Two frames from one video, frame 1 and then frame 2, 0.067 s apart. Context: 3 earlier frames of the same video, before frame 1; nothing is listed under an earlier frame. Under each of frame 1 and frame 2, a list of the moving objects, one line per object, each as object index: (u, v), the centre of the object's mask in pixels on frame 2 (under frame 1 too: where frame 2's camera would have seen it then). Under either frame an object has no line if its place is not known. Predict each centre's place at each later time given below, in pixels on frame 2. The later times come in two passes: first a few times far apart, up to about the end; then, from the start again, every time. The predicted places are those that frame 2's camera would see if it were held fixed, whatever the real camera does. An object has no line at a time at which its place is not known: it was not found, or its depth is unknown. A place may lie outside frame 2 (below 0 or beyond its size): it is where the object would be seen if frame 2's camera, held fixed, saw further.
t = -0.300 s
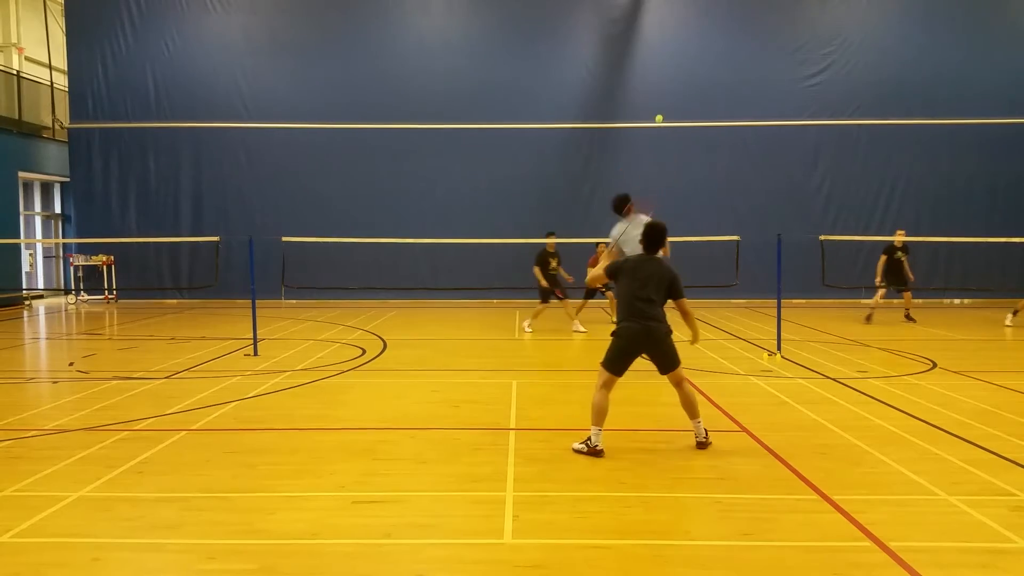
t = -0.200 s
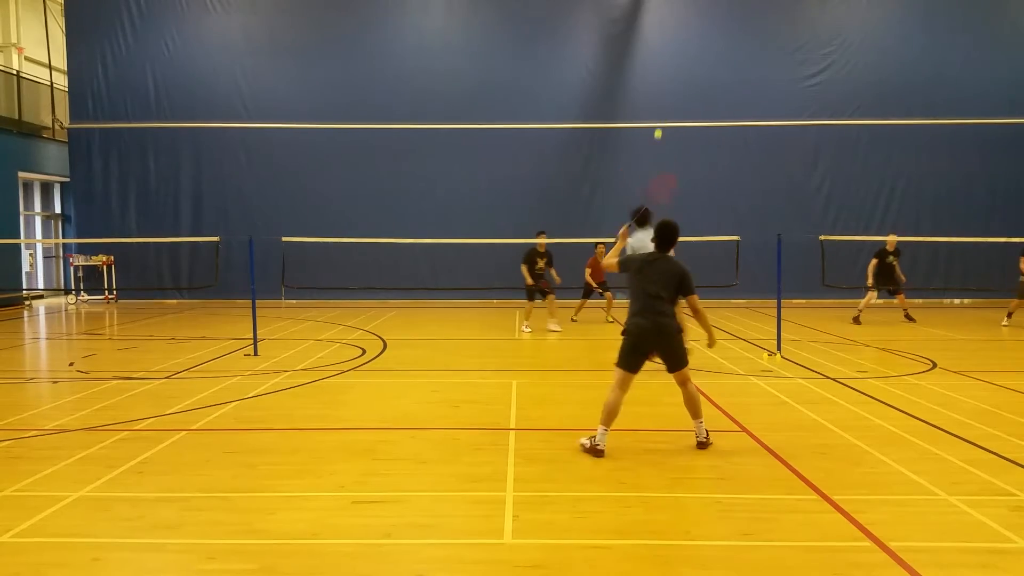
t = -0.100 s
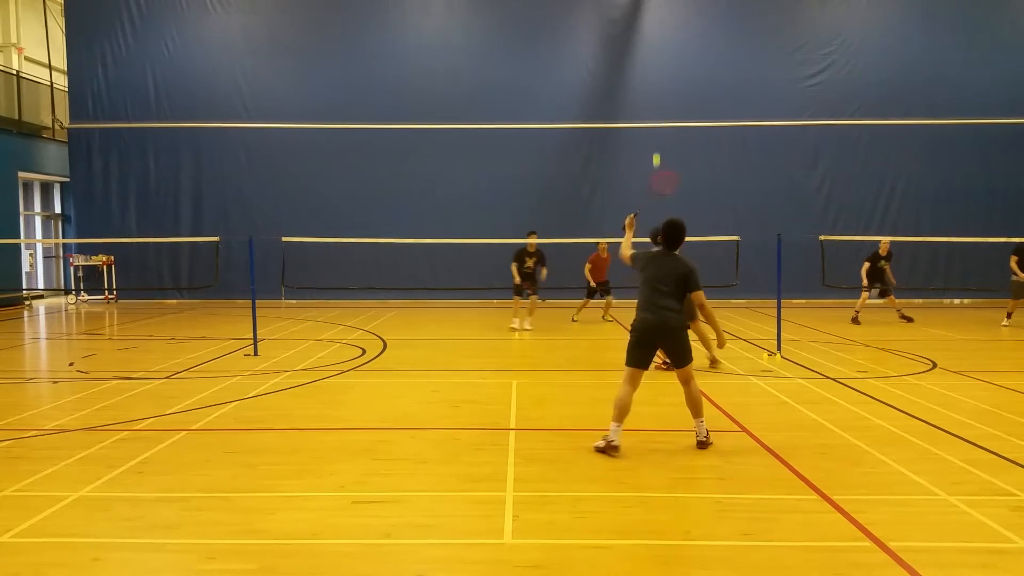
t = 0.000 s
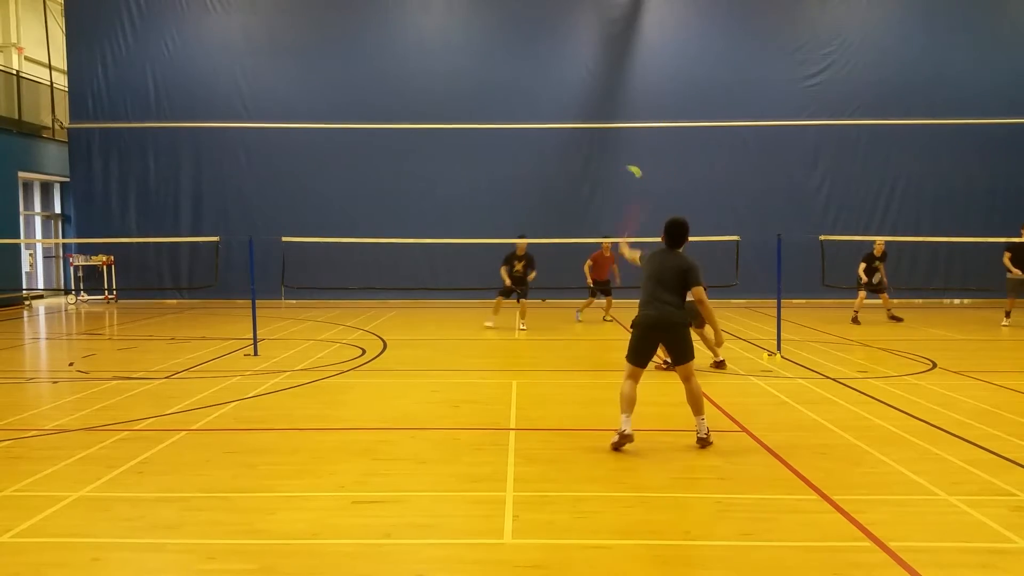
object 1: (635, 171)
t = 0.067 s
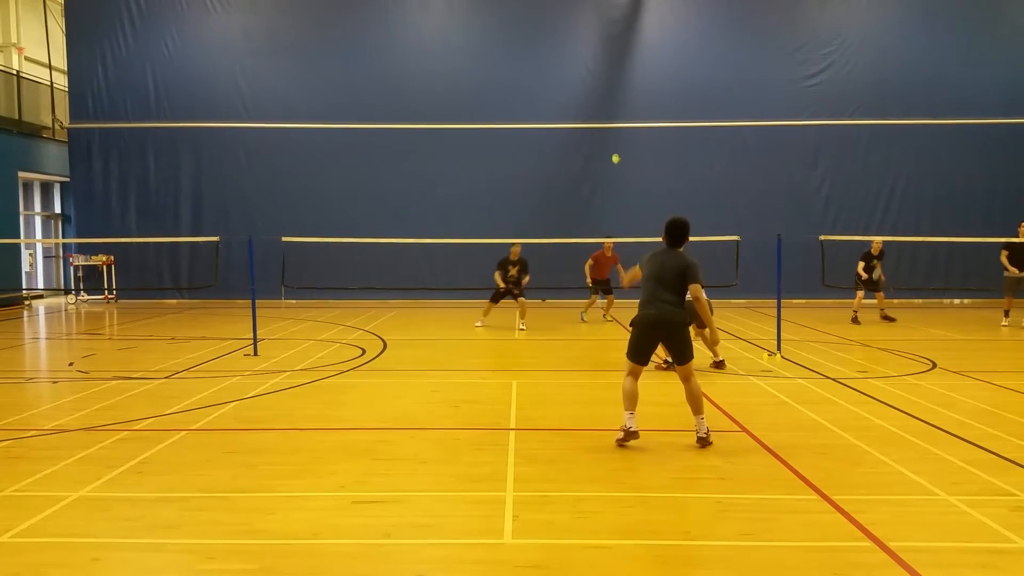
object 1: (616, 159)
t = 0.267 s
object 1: (594, 160)
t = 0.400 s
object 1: (586, 176)
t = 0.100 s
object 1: (614, 155)
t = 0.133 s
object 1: (609, 155)
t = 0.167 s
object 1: (604, 157)
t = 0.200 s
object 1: (600, 158)
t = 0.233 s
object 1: (597, 159)
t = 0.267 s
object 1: (594, 160)
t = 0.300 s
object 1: (592, 164)
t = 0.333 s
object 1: (590, 168)
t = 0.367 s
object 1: (588, 172)
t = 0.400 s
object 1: (586, 176)
